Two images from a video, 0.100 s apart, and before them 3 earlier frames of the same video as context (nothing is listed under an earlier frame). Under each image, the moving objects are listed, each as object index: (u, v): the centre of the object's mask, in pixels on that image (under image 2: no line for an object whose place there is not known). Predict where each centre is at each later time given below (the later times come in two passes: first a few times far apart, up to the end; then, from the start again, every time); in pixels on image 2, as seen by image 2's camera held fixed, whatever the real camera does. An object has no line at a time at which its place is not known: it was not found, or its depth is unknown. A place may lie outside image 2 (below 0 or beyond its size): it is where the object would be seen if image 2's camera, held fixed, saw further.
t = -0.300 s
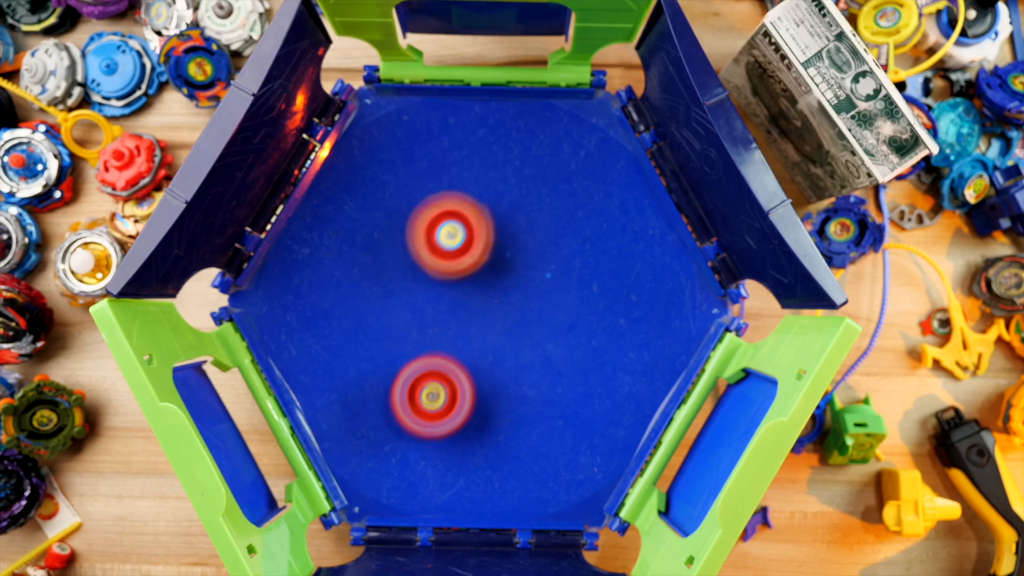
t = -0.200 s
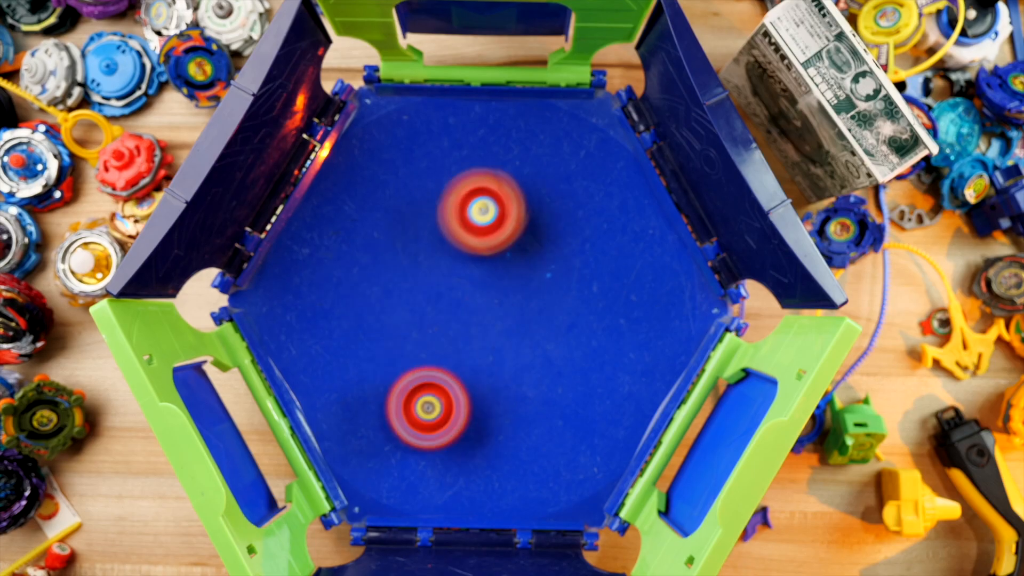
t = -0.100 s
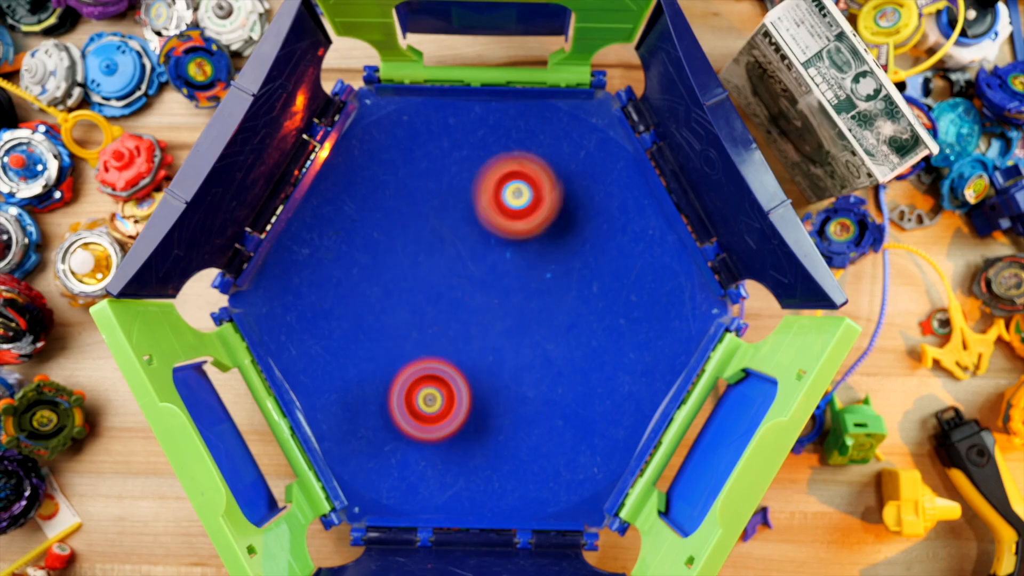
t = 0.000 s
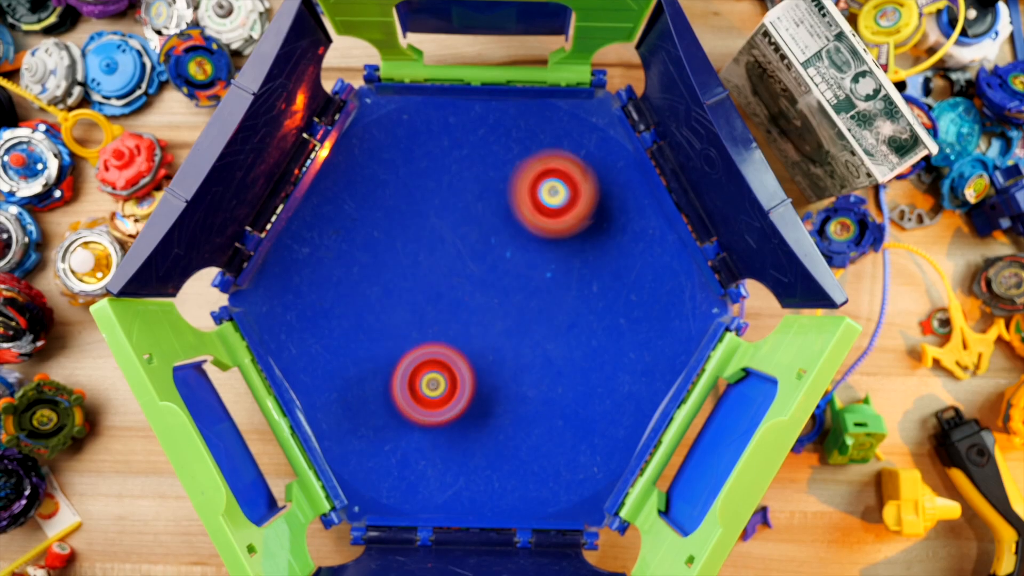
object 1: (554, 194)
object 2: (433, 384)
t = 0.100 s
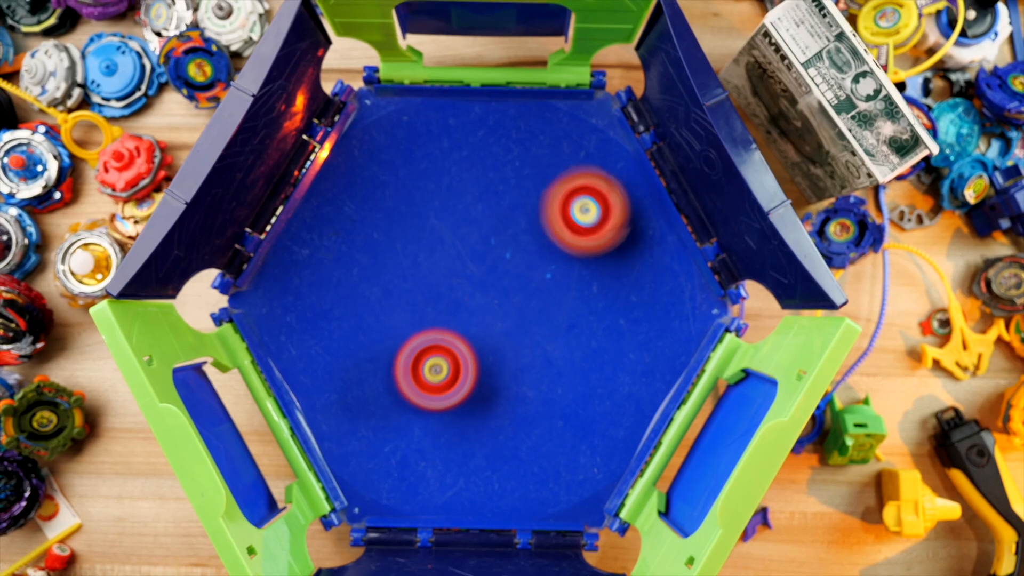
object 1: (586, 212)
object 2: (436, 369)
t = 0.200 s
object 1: (605, 244)
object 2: (439, 354)
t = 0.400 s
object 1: (581, 321)
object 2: (446, 329)
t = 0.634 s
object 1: (555, 422)
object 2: (405, 258)
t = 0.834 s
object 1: (597, 514)
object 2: (330, 158)
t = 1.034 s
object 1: (593, 519)
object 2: (394, 206)
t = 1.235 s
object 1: (610, 483)
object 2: (448, 263)
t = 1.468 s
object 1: (573, 386)
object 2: (470, 302)
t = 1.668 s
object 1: (550, 309)
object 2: (460, 288)
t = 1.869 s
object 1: (541, 260)
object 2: (393, 252)
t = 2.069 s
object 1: (495, 209)
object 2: (361, 261)
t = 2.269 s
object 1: (458, 170)
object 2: (378, 283)
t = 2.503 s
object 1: (450, 166)
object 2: (414, 304)
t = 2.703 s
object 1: (438, 212)
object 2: (438, 326)
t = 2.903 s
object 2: (448, 354)
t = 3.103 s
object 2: (475, 384)
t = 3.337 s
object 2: (536, 407)
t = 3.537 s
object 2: (533, 383)
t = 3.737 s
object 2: (516, 348)
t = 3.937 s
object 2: (538, 332)
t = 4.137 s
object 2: (547, 325)
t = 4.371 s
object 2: (543, 315)
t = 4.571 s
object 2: (558, 296)
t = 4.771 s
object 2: (583, 277)
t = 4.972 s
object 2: (566, 280)
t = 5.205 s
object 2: (534, 300)
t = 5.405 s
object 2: (508, 340)
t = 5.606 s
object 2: (475, 365)
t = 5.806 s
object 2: (444, 361)
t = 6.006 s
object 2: (426, 341)
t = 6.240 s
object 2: (428, 322)
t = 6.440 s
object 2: (445, 323)
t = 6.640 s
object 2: (472, 331)
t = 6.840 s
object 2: (497, 353)
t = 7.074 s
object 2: (492, 383)
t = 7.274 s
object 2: (457, 395)
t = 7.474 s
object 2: (417, 380)
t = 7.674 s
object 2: (387, 338)
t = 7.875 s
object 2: (385, 281)
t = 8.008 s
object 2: (403, 245)
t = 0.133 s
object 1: (594, 221)
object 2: (437, 364)
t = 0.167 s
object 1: (601, 232)
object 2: (438, 358)
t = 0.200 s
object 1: (605, 244)
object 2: (439, 354)
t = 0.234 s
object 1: (606, 257)
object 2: (440, 349)
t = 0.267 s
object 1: (606, 271)
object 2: (441, 345)
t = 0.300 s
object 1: (603, 285)
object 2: (442, 341)
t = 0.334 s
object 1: (598, 297)
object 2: (443, 337)
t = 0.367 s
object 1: (590, 310)
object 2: (445, 333)
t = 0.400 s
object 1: (581, 321)
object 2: (446, 329)
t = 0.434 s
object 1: (571, 331)
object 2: (447, 326)
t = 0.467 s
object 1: (560, 339)
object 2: (448, 323)
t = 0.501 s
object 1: (548, 347)
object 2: (450, 320)
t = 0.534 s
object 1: (537, 353)
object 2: (450, 317)
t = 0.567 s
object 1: (526, 360)
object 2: (451, 314)
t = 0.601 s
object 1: (538, 386)
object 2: (432, 291)
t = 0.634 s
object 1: (555, 422)
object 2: (405, 258)
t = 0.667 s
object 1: (570, 454)
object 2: (380, 227)
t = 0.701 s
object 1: (578, 481)
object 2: (358, 201)
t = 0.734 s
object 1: (583, 504)
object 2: (339, 179)
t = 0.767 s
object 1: (588, 520)
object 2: (322, 162)
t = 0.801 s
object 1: (593, 518)
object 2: (321, 156)
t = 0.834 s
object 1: (597, 514)
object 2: (330, 158)
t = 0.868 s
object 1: (603, 513)
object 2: (341, 164)
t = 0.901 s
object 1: (599, 513)
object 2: (352, 171)
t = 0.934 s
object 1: (598, 515)
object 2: (361, 178)
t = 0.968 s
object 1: (599, 516)
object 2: (372, 186)
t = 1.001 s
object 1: (596, 518)
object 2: (383, 196)
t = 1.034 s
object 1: (593, 519)
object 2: (394, 206)
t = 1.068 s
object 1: (594, 517)
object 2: (405, 215)
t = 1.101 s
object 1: (596, 512)
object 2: (416, 226)
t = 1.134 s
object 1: (597, 507)
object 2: (425, 236)
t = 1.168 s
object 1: (600, 501)
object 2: (434, 245)
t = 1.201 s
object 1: (606, 493)
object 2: (442, 254)
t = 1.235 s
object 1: (610, 483)
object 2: (448, 263)
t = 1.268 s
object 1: (611, 470)
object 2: (453, 271)
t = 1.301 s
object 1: (607, 456)
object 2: (458, 278)
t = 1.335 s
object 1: (602, 443)
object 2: (460, 285)
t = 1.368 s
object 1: (595, 429)
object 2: (462, 290)
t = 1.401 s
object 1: (588, 415)
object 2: (465, 294)
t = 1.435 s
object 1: (580, 401)
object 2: (468, 299)
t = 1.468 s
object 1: (573, 386)
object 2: (470, 302)
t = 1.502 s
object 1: (566, 371)
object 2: (472, 304)
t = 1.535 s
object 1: (559, 355)
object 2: (475, 306)
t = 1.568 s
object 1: (556, 341)
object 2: (475, 305)
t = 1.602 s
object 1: (555, 332)
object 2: (469, 299)
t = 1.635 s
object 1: (554, 321)
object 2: (464, 293)
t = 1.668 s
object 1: (550, 309)
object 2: (460, 288)
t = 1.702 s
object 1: (545, 298)
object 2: (457, 284)
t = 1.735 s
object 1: (548, 291)
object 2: (443, 276)
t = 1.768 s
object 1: (552, 285)
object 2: (428, 267)
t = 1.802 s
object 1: (551, 278)
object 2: (414, 262)
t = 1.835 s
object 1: (548, 270)
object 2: (402, 256)
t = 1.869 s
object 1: (541, 260)
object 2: (393, 252)
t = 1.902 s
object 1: (534, 251)
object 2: (385, 250)
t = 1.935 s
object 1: (527, 242)
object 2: (379, 249)
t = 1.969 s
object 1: (519, 234)
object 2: (373, 250)
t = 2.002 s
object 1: (511, 225)
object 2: (369, 252)
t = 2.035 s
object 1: (504, 217)
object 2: (365, 256)
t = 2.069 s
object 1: (495, 209)
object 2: (361, 261)
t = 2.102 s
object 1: (487, 201)
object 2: (361, 266)
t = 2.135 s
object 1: (480, 194)
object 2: (362, 270)
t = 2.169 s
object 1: (473, 188)
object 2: (365, 274)
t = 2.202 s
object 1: (467, 181)
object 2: (369, 277)
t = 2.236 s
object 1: (462, 175)
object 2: (373, 280)
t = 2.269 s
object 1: (458, 170)
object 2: (378, 283)
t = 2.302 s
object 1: (454, 166)
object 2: (383, 286)
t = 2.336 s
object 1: (452, 163)
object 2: (388, 288)
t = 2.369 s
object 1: (449, 161)
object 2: (394, 291)
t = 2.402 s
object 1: (448, 159)
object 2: (400, 295)
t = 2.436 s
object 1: (448, 159)
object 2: (405, 298)
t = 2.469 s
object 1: (449, 162)
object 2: (410, 301)
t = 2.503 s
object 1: (450, 166)
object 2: (414, 304)
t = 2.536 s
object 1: (451, 172)
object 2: (419, 307)
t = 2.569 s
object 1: (450, 179)
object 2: (424, 311)
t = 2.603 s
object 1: (448, 188)
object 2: (428, 315)
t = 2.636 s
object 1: (445, 196)
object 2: (432, 318)
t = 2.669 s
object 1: (442, 204)
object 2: (435, 322)
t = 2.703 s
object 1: (438, 212)
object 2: (438, 326)
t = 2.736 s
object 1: (434, 221)
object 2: (440, 330)
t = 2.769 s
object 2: (443, 335)
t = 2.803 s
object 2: (445, 340)
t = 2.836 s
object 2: (446, 344)
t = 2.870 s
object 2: (447, 349)
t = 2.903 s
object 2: (448, 354)
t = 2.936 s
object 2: (448, 358)
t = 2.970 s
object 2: (450, 362)
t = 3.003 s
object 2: (454, 367)
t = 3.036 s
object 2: (459, 373)
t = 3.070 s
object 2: (466, 378)
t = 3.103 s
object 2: (475, 384)
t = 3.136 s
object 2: (485, 391)
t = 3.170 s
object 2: (496, 396)
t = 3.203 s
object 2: (507, 400)
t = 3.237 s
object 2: (516, 404)
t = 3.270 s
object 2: (525, 407)
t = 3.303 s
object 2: (531, 408)
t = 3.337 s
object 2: (536, 407)
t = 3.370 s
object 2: (540, 405)
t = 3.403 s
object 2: (540, 403)
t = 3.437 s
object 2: (540, 399)
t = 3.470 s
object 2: (539, 394)
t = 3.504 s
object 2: (536, 389)
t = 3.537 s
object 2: (533, 383)
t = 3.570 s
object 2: (530, 378)
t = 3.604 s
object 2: (527, 371)
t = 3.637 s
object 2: (525, 365)
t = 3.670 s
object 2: (522, 360)
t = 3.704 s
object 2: (519, 354)
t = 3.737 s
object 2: (516, 348)
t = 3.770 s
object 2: (514, 343)
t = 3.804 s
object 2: (520, 341)
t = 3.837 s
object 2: (526, 339)
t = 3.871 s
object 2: (531, 336)
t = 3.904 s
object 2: (535, 334)
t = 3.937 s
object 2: (538, 332)
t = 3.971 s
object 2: (541, 330)
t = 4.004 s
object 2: (543, 329)
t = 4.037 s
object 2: (544, 328)
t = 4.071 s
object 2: (545, 327)
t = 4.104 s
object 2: (546, 326)
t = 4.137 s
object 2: (547, 325)
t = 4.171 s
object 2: (546, 324)
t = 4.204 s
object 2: (546, 323)
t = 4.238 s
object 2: (545, 322)
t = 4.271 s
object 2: (545, 320)
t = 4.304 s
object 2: (544, 318)
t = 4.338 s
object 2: (543, 317)
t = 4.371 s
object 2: (543, 315)
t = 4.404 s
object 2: (543, 312)
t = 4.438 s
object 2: (543, 310)
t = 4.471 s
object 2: (545, 308)
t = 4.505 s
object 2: (548, 305)
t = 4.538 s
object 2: (552, 301)
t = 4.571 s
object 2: (558, 296)
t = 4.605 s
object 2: (564, 292)
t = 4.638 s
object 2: (569, 287)
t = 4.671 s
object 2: (575, 284)
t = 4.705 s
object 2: (579, 281)
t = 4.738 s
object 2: (582, 278)
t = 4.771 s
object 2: (583, 277)
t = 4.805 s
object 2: (583, 277)
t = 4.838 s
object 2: (582, 277)
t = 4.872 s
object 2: (579, 277)
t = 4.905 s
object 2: (576, 278)
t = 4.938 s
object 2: (571, 279)
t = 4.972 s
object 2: (566, 280)
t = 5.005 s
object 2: (560, 281)
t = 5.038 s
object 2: (555, 282)
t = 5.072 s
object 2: (550, 284)
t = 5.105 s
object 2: (546, 287)
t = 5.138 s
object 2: (542, 291)
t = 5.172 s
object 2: (538, 295)
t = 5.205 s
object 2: (534, 300)
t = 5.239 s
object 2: (530, 306)
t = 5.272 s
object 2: (526, 313)
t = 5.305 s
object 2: (522, 320)
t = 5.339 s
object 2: (518, 327)
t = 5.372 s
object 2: (513, 333)
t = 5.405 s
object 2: (508, 340)
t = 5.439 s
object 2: (503, 346)
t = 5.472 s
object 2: (497, 351)
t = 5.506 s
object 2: (492, 356)
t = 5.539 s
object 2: (486, 360)
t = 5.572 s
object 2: (481, 363)
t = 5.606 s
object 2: (475, 365)
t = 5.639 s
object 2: (470, 367)
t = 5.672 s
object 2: (464, 367)
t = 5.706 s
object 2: (458, 366)
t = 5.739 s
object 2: (453, 365)
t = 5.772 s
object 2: (449, 364)
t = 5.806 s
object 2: (444, 361)
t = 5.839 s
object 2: (440, 359)
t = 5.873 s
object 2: (436, 355)
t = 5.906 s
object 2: (433, 352)
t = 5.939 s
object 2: (430, 348)
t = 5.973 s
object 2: (428, 344)
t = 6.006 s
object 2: (426, 341)
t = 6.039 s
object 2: (425, 337)
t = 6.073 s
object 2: (424, 334)
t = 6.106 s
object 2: (424, 330)
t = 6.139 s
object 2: (425, 328)
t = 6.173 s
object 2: (426, 325)
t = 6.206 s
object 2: (427, 323)
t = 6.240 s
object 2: (428, 322)
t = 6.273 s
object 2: (430, 321)
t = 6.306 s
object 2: (433, 321)
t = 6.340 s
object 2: (436, 321)
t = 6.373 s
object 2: (438, 321)
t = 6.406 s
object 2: (441, 322)
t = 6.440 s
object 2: (445, 323)
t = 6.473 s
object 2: (449, 324)
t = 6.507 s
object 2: (453, 325)
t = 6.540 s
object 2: (458, 326)
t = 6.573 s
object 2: (463, 327)
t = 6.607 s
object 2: (468, 329)
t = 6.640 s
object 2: (472, 331)
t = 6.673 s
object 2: (477, 334)
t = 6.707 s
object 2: (482, 337)
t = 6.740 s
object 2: (487, 341)
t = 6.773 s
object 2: (491, 345)
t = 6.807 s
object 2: (494, 349)
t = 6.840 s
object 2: (497, 353)
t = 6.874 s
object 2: (499, 357)
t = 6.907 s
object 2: (500, 362)
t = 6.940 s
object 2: (500, 366)
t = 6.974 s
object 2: (499, 371)
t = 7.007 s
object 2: (498, 375)
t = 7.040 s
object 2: (495, 379)
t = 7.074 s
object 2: (492, 383)
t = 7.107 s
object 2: (488, 386)
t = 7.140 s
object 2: (483, 388)
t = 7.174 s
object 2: (477, 391)
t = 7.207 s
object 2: (471, 394)
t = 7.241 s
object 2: (464, 395)
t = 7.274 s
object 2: (457, 395)
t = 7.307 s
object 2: (451, 395)
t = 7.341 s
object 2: (444, 393)
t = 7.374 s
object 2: (437, 391)
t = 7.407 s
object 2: (430, 388)
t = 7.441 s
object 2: (423, 385)
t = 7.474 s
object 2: (417, 380)
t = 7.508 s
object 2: (411, 375)
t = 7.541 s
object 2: (406, 369)
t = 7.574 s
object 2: (400, 362)
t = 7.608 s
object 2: (395, 354)
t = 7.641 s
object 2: (390, 347)
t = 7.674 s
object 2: (387, 338)
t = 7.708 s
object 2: (384, 329)
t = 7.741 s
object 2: (383, 320)
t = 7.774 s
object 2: (382, 310)
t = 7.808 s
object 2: (382, 301)
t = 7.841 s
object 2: (383, 290)
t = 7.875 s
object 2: (385, 281)
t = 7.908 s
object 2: (388, 272)
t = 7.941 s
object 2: (392, 262)
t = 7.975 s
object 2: (397, 253)
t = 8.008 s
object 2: (403, 245)
